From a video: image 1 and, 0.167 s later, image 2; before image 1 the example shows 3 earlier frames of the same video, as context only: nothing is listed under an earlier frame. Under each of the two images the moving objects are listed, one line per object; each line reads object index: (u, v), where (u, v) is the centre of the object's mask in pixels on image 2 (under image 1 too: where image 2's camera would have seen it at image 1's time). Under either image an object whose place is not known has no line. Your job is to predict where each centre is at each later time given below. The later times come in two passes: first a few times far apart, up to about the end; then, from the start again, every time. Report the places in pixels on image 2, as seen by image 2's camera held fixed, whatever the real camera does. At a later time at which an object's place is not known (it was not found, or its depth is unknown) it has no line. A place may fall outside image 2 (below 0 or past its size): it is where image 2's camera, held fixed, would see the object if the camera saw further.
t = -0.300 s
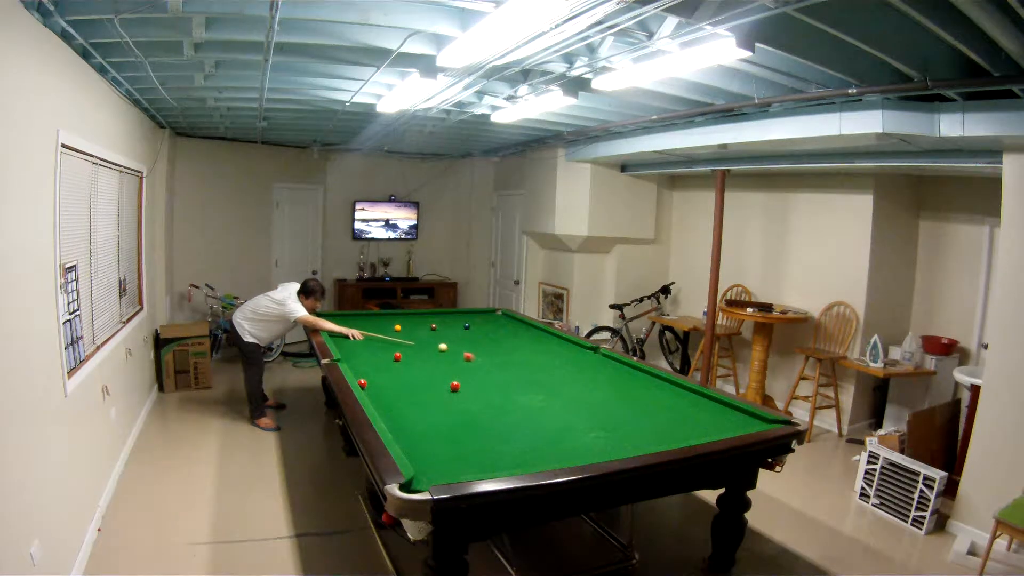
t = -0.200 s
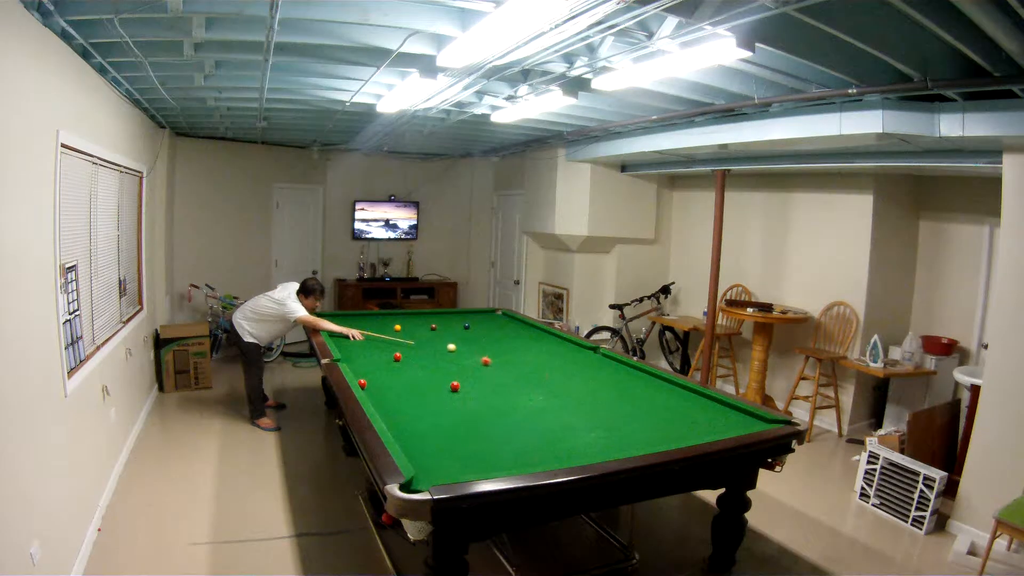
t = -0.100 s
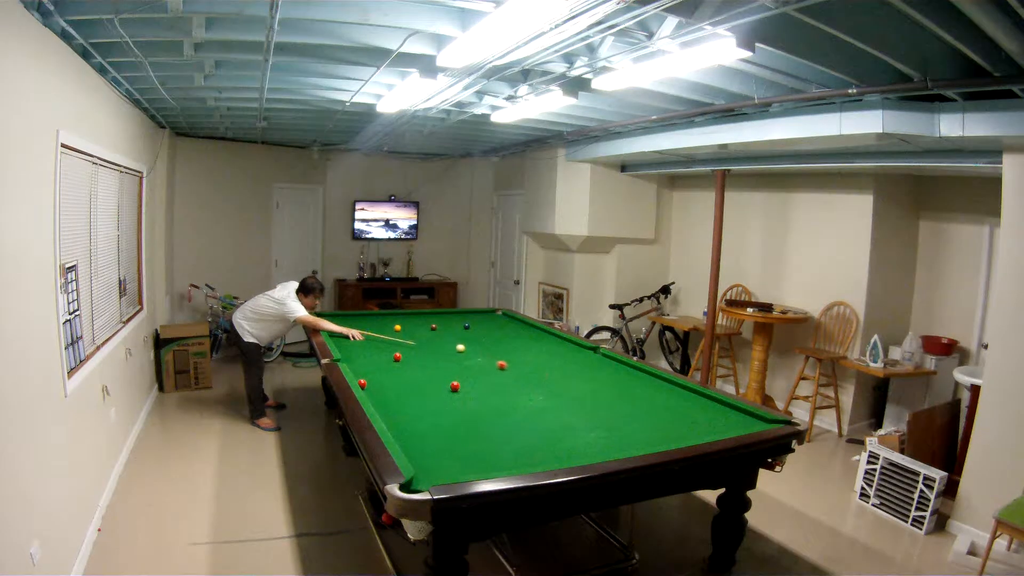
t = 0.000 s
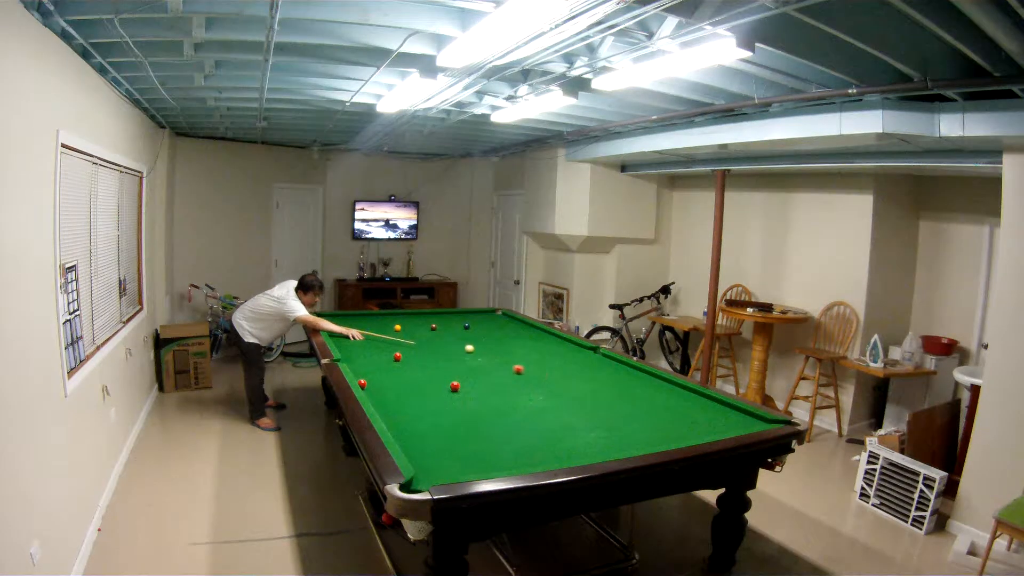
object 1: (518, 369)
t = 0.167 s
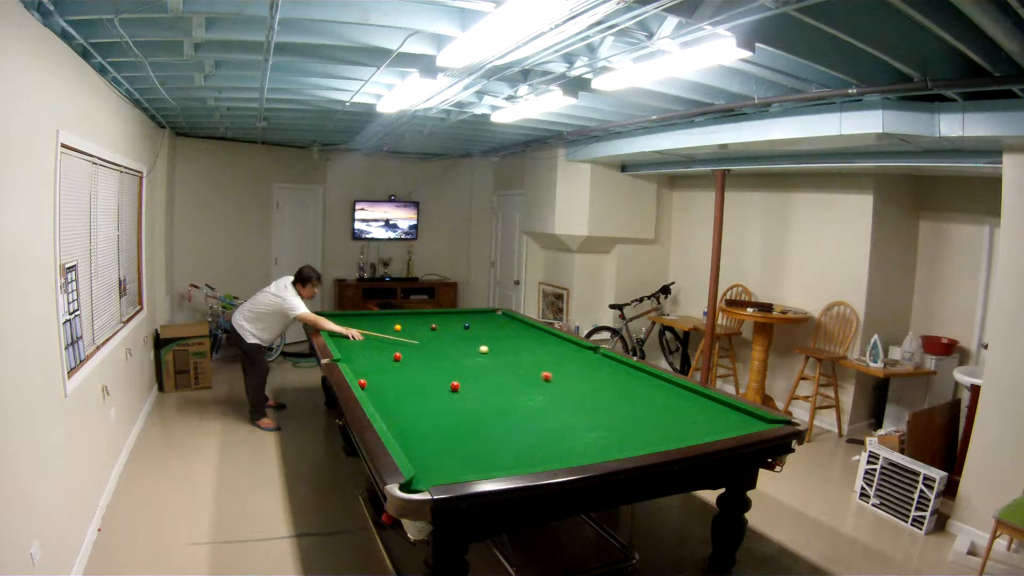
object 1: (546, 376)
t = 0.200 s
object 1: (552, 378)
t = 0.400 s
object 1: (589, 387)
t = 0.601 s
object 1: (628, 396)
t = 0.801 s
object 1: (668, 406)
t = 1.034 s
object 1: (717, 418)
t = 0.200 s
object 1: (552, 378)
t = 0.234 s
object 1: (559, 380)
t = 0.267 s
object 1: (565, 381)
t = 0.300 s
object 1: (571, 382)
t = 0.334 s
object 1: (577, 384)
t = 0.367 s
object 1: (583, 385)
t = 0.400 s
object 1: (589, 387)
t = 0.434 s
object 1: (596, 388)
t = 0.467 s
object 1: (602, 390)
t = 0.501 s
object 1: (608, 391)
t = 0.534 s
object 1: (615, 393)
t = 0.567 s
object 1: (621, 395)
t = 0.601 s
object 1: (628, 396)
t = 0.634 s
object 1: (635, 398)
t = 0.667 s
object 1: (641, 399)
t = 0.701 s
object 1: (648, 401)
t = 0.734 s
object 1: (655, 403)
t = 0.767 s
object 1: (661, 404)
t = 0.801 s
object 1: (668, 406)
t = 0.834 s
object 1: (676, 407)
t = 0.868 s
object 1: (682, 409)
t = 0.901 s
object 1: (689, 411)
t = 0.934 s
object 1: (696, 413)
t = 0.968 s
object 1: (703, 414)
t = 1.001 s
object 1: (710, 416)
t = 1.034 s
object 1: (717, 418)
